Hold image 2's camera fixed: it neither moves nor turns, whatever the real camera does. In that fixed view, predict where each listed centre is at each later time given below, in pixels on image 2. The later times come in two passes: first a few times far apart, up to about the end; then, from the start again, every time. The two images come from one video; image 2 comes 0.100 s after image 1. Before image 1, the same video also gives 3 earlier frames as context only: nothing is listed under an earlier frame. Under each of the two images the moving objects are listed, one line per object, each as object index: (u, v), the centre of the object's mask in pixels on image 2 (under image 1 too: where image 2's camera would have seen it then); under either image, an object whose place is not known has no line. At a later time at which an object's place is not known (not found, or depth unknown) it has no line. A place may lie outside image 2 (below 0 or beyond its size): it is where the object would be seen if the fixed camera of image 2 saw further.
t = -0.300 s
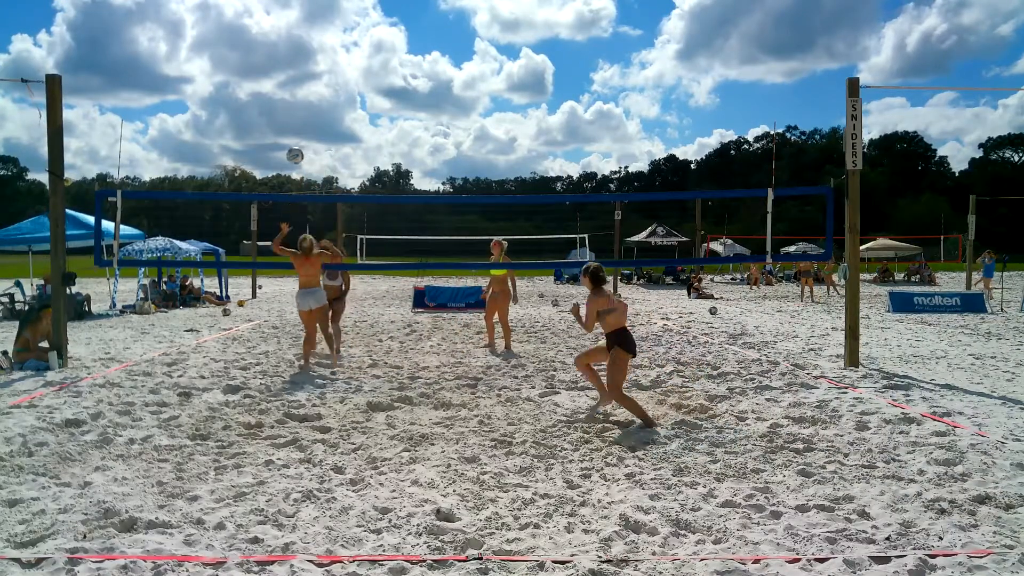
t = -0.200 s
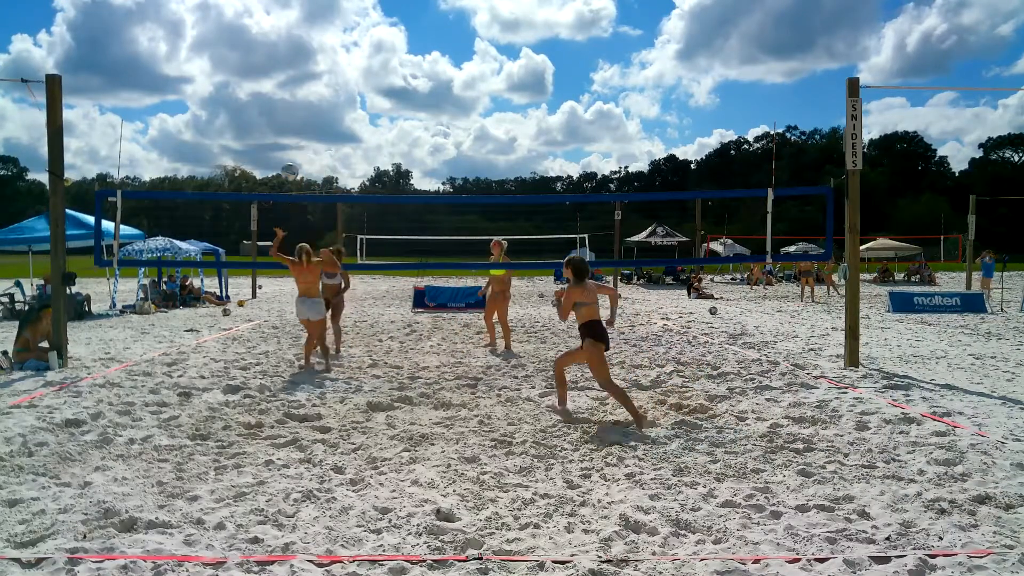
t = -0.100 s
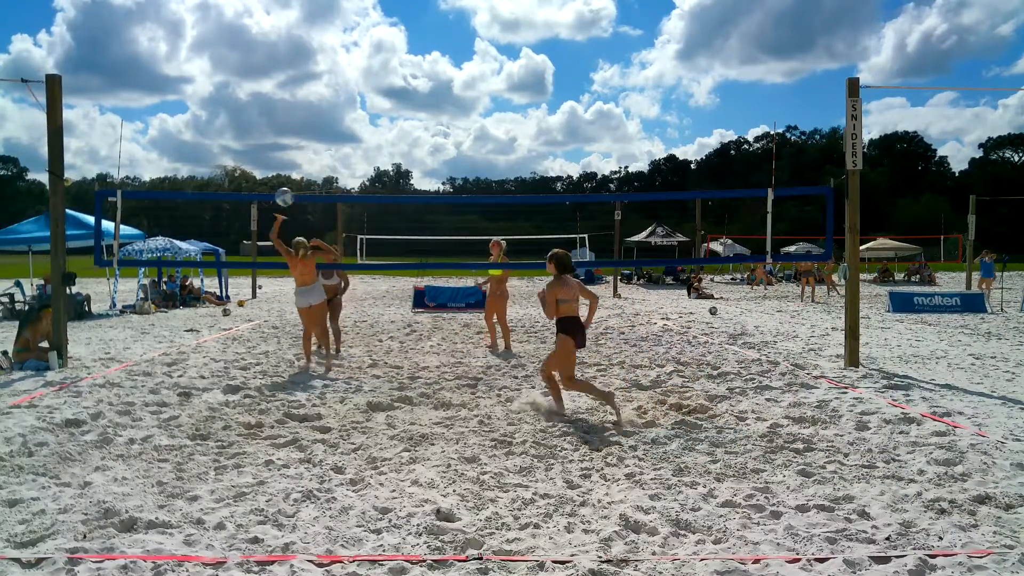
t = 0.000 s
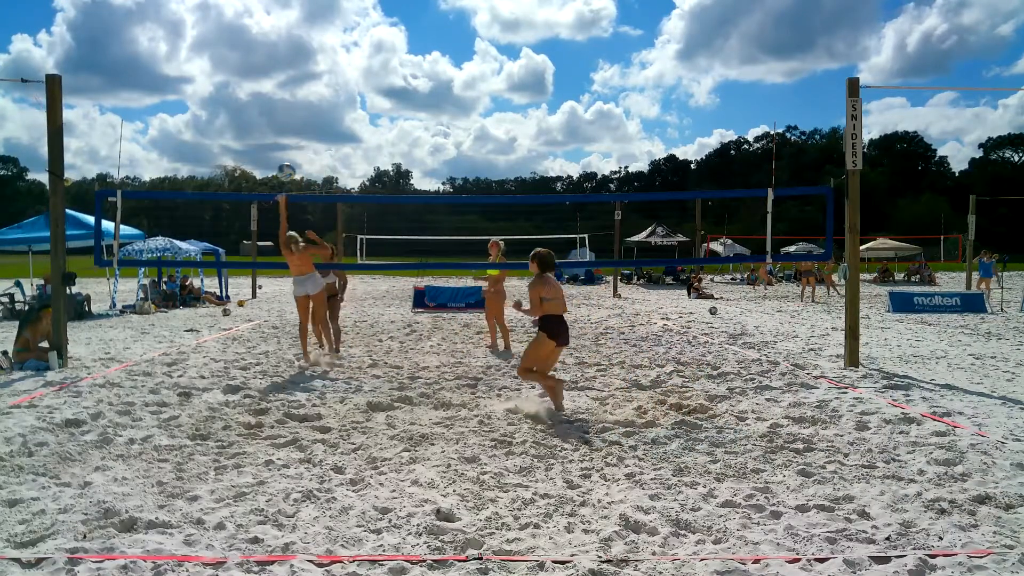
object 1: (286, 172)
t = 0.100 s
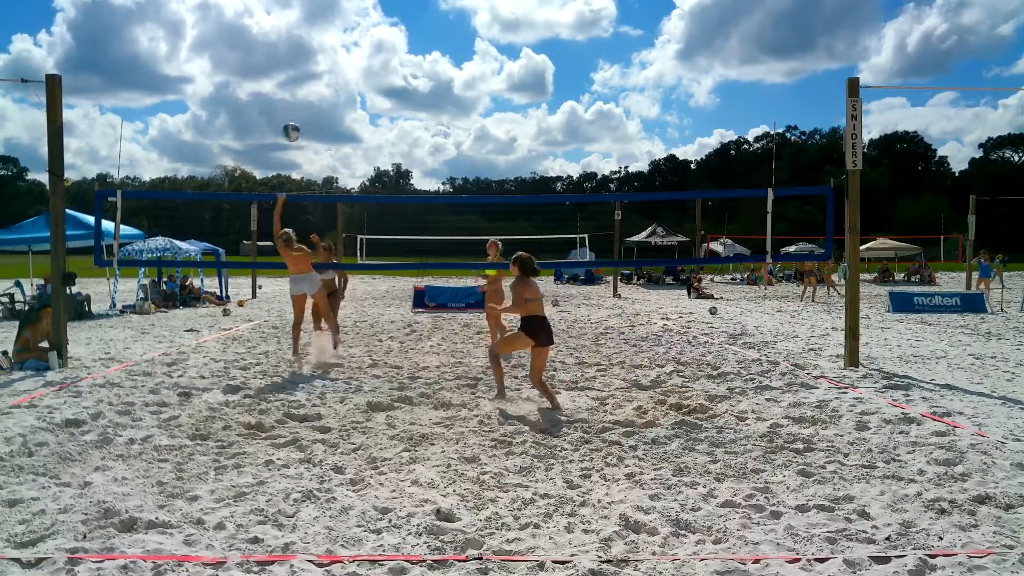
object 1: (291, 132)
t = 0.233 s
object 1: (298, 90)
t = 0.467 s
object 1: (315, 50)
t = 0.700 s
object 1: (341, 65)
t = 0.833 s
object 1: (360, 104)
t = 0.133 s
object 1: (293, 119)
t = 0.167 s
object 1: (294, 109)
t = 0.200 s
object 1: (296, 99)
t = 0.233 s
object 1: (298, 90)
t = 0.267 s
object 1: (301, 81)
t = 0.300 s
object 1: (303, 73)
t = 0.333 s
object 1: (305, 67)
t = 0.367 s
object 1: (308, 61)
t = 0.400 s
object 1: (310, 57)
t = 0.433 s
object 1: (313, 53)
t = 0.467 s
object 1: (315, 50)
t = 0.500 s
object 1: (318, 48)
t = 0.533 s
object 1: (322, 48)
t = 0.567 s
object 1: (325, 49)
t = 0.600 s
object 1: (329, 51)
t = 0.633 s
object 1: (333, 54)
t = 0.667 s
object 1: (337, 59)
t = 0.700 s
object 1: (341, 65)
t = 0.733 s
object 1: (346, 73)
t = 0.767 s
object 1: (350, 81)
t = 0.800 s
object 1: (355, 92)
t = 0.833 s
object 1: (360, 104)
